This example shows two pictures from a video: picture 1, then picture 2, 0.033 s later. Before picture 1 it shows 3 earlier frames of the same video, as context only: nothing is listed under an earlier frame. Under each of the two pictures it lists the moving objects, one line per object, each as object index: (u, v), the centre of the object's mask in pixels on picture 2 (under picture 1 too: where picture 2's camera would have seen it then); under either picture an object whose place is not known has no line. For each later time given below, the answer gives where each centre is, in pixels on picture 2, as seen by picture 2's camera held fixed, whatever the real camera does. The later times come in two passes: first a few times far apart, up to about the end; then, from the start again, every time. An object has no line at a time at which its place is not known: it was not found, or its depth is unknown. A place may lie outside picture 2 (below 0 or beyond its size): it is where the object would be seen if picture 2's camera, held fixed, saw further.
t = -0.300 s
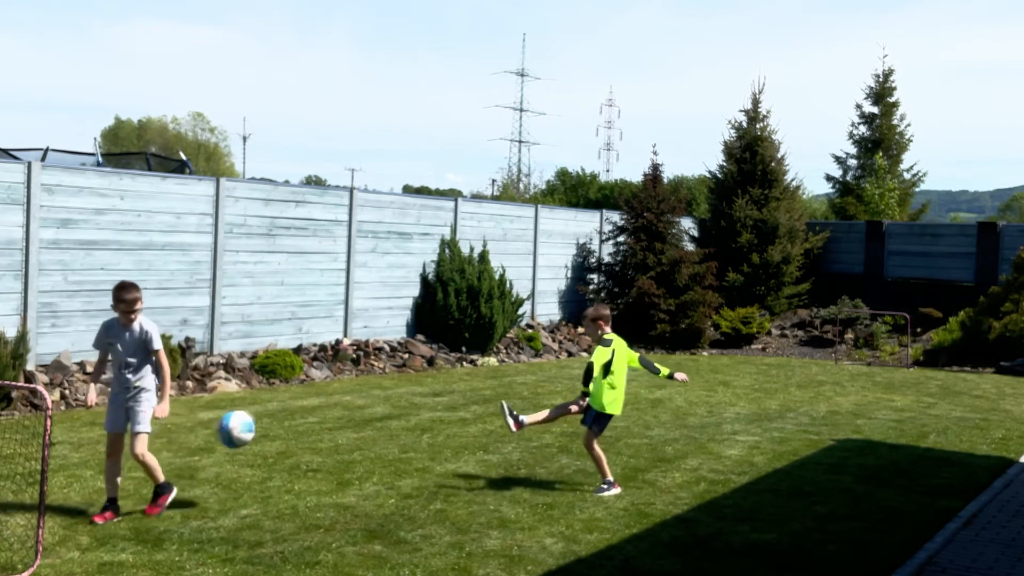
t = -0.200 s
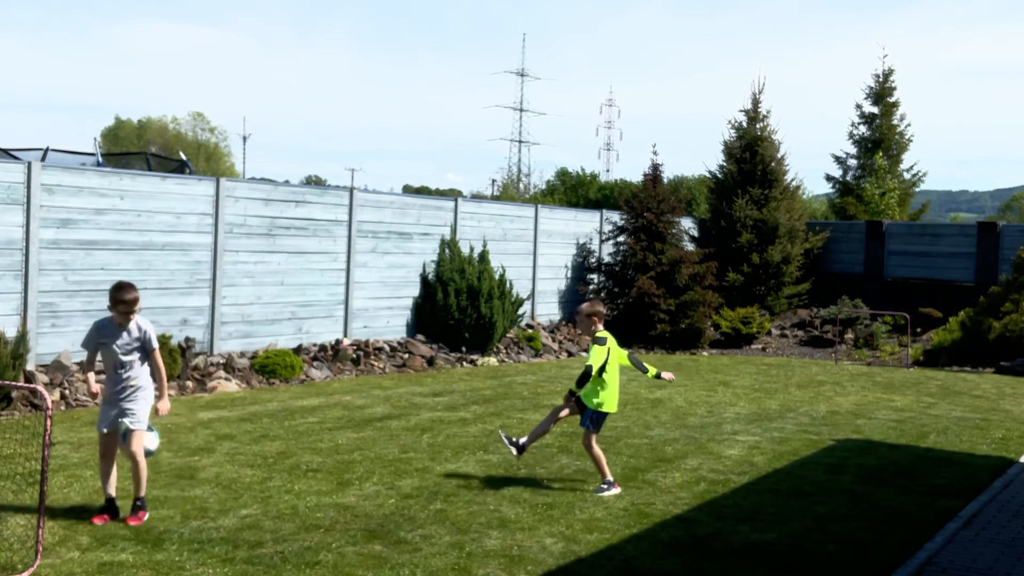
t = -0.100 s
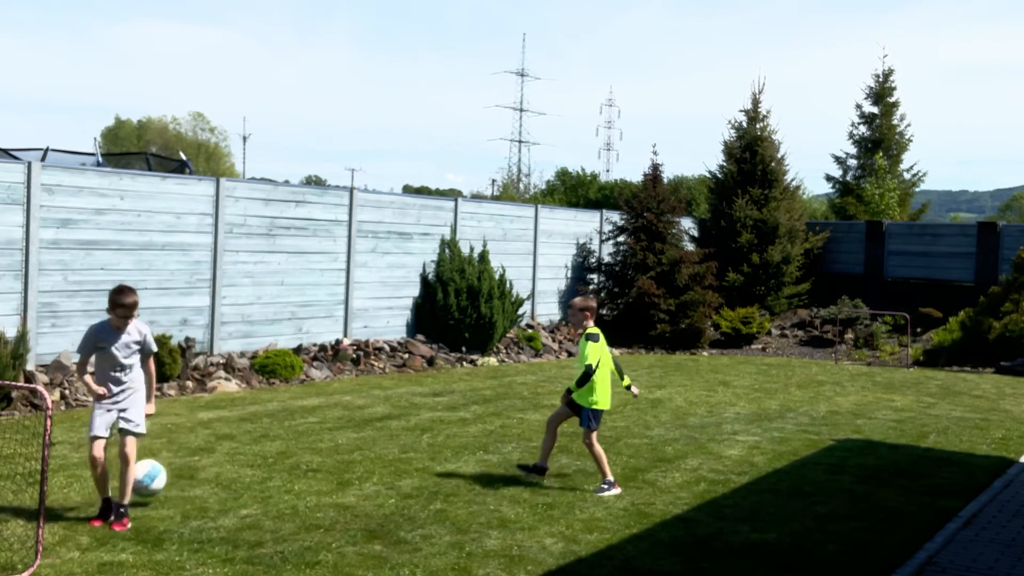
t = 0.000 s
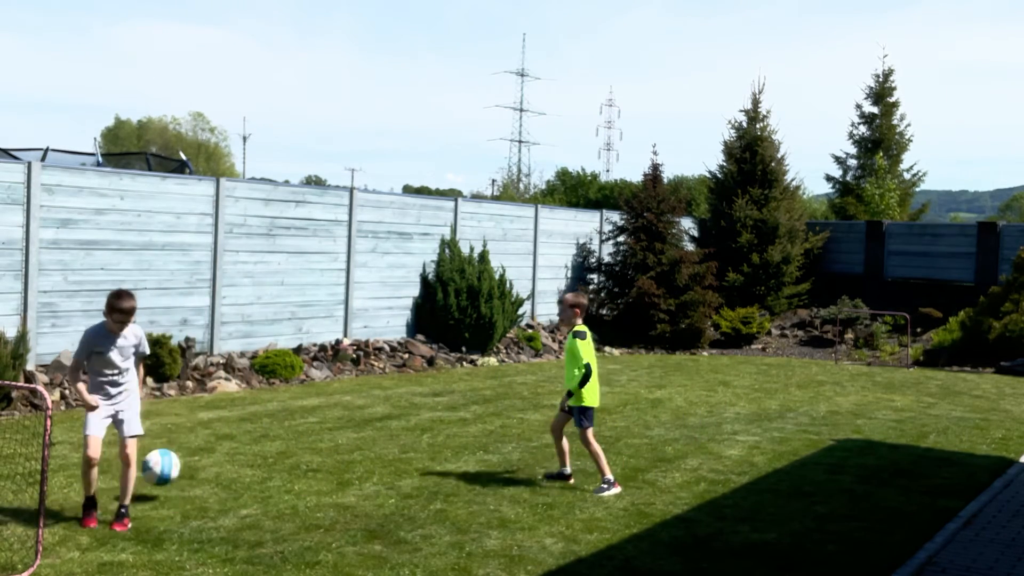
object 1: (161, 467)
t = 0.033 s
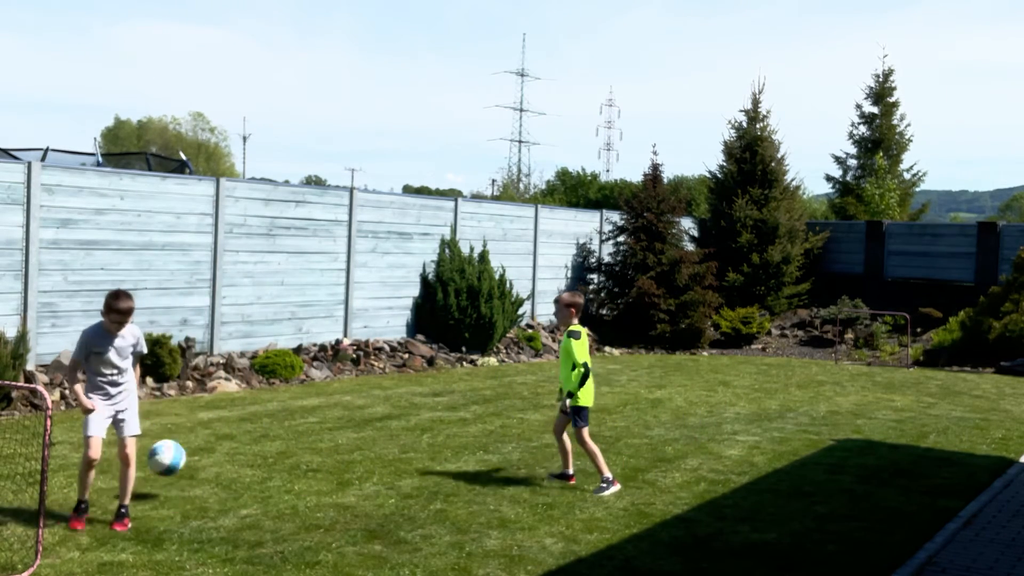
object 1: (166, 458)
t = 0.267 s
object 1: (203, 442)
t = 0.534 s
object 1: (238, 455)
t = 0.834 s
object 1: (271, 453)
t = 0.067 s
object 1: (172, 450)
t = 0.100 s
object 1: (178, 444)
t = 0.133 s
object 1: (183, 440)
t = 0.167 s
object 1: (188, 438)
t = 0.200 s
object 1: (193, 438)
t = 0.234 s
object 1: (198, 439)
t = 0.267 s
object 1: (203, 442)
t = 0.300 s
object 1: (208, 446)
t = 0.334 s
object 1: (213, 452)
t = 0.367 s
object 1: (216, 460)
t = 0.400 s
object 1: (220, 468)
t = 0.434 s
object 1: (225, 465)
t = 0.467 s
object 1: (229, 460)
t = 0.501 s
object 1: (233, 458)
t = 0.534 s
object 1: (238, 455)
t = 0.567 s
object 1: (242, 455)
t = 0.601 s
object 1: (246, 457)
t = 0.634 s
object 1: (249, 459)
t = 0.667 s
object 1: (253, 457)
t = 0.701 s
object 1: (257, 454)
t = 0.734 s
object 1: (262, 453)
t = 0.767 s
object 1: (265, 454)
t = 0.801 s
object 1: (268, 454)
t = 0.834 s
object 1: (271, 453)
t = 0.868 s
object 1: (274, 452)
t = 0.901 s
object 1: (278, 449)
